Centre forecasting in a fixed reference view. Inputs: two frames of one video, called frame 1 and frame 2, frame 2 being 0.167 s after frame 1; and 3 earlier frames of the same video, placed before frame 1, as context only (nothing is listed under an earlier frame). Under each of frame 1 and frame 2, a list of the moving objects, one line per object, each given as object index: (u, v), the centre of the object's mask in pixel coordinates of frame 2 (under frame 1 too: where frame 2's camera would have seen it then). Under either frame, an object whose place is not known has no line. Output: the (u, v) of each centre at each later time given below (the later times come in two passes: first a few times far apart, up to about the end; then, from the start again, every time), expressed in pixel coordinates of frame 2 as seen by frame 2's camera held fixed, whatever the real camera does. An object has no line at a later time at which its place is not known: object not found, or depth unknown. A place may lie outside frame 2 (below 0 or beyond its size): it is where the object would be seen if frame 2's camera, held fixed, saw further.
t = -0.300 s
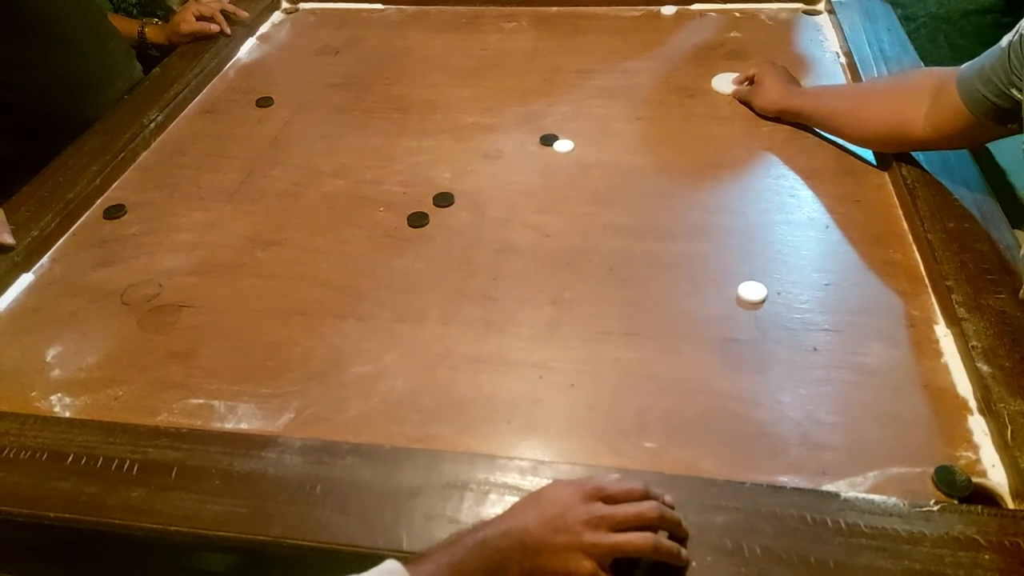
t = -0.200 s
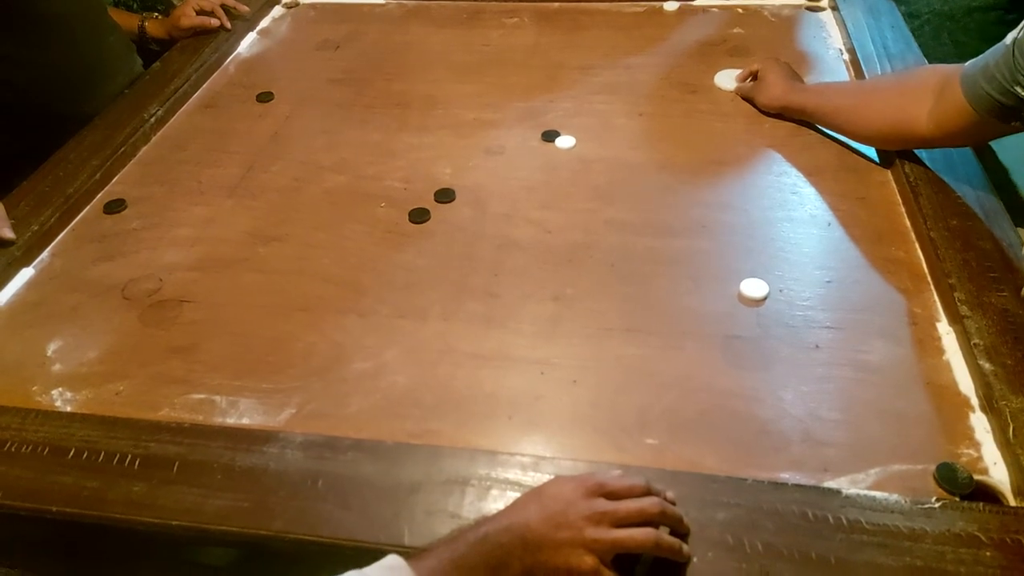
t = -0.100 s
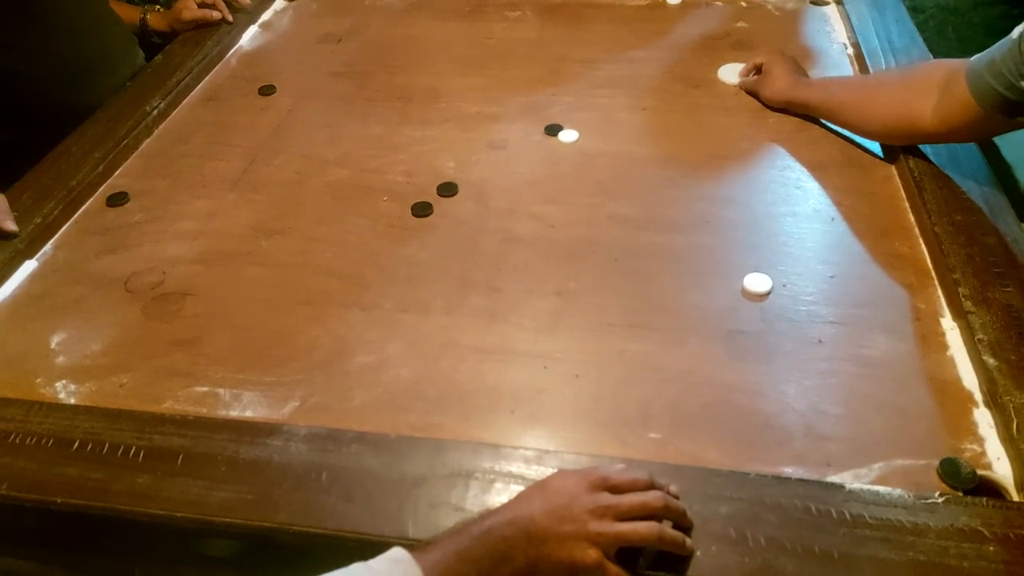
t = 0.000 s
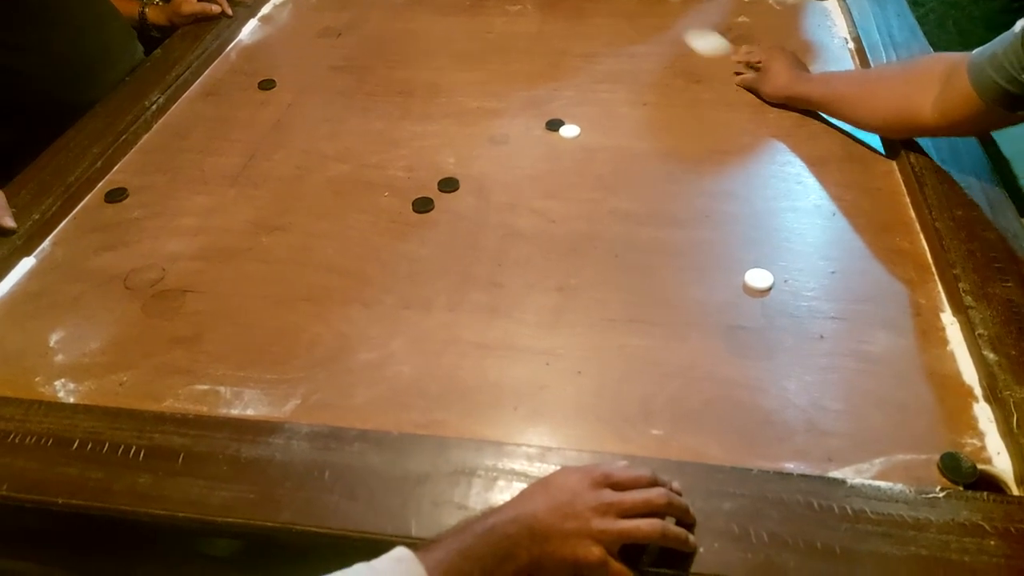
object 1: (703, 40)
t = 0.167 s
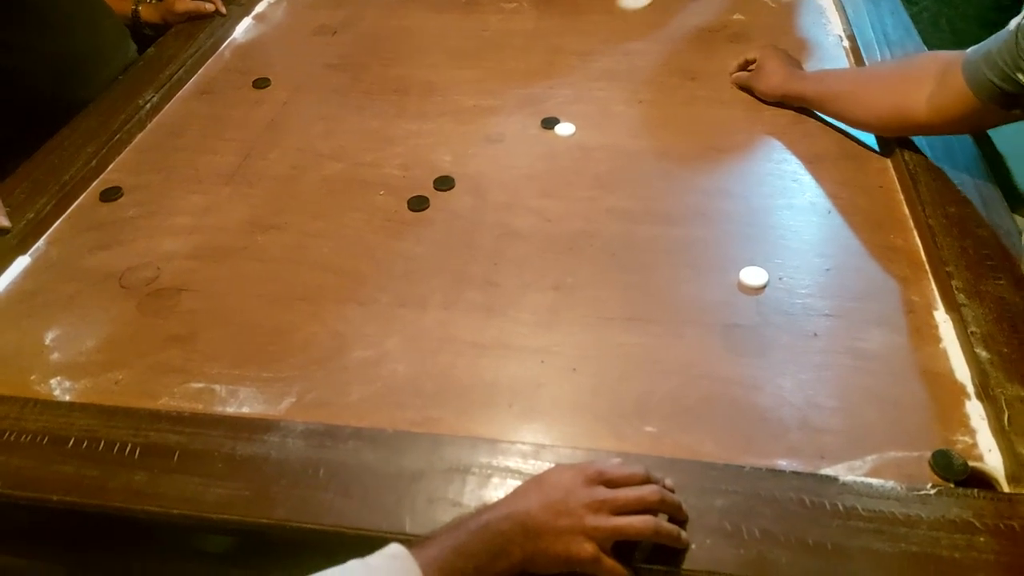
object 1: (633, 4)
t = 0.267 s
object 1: (611, 24)
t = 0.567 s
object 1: (542, 77)
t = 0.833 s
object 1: (508, 102)
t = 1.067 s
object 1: (501, 107)
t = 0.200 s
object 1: (625, 9)
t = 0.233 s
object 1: (619, 16)
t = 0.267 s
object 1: (611, 24)
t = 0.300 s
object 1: (602, 31)
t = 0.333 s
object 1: (593, 38)
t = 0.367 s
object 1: (585, 44)
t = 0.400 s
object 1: (578, 51)
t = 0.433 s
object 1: (569, 56)
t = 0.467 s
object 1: (561, 62)
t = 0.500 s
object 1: (554, 67)
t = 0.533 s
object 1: (547, 72)
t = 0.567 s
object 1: (542, 77)
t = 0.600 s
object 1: (536, 81)
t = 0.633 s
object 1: (530, 85)
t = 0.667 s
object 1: (526, 89)
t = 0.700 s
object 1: (521, 92)
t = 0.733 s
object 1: (517, 95)
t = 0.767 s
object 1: (514, 97)
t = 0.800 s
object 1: (511, 100)
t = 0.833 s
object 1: (508, 102)
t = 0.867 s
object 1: (506, 103)
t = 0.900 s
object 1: (505, 104)
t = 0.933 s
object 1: (504, 105)
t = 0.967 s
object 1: (503, 106)
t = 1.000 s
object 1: (502, 106)
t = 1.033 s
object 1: (502, 107)
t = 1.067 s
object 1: (501, 107)
